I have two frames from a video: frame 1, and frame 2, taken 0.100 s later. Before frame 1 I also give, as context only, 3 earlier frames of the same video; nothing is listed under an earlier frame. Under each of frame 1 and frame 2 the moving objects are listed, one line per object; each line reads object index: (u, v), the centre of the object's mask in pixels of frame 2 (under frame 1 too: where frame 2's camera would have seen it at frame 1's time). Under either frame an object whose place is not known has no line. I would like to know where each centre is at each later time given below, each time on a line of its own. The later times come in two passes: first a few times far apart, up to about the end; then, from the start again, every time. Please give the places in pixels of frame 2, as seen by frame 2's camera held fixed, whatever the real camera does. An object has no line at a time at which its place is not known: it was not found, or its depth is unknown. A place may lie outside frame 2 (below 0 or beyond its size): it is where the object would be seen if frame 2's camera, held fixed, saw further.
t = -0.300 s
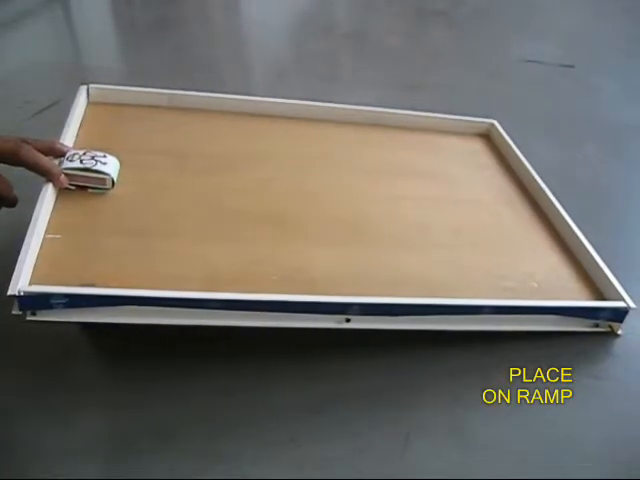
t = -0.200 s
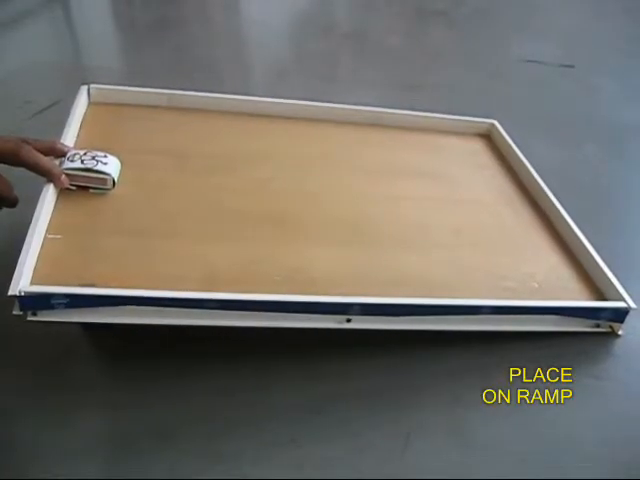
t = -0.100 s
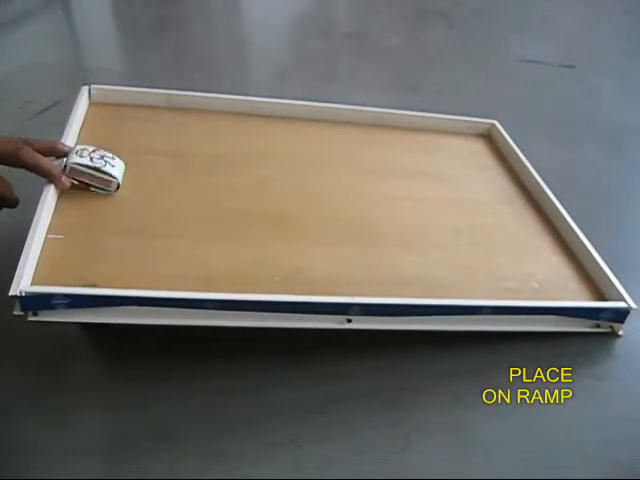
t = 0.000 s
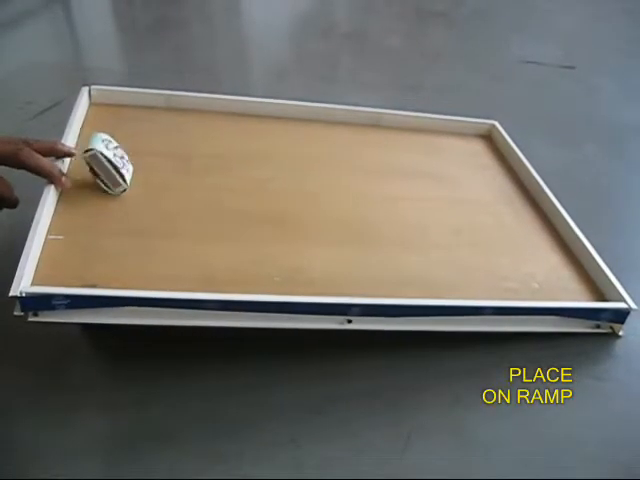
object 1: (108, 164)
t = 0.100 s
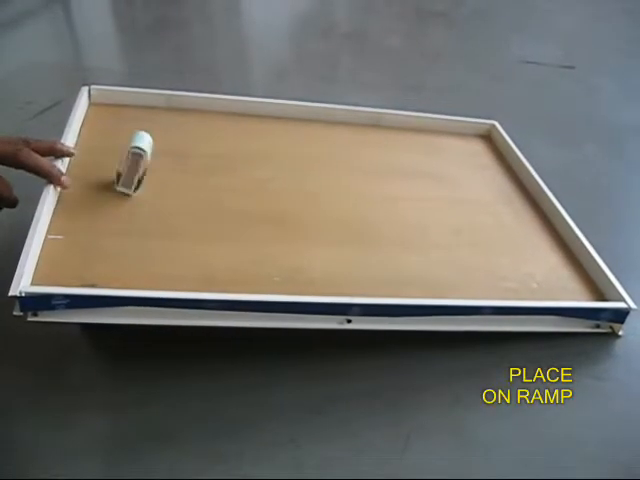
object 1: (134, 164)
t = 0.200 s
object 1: (162, 178)
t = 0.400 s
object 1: (196, 170)
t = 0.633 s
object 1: (259, 185)
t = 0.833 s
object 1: (336, 193)
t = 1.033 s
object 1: (373, 184)
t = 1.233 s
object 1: (430, 201)
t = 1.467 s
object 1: (510, 210)
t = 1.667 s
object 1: (539, 209)
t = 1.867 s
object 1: (556, 204)
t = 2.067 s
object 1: (556, 204)
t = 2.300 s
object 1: (556, 204)
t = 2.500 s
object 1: (556, 204)
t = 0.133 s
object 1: (145, 167)
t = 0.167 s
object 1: (156, 174)
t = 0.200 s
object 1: (162, 178)
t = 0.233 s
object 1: (165, 177)
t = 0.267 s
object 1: (166, 177)
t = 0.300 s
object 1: (166, 178)
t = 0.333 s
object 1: (170, 177)
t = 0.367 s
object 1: (181, 174)
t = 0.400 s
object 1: (196, 170)
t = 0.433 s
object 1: (214, 170)
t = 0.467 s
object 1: (232, 177)
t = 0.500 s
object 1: (244, 186)
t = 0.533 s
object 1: (249, 184)
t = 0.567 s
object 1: (253, 184)
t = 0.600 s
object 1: (255, 186)
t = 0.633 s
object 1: (259, 185)
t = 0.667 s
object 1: (267, 184)
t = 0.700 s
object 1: (281, 180)
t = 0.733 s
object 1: (297, 178)
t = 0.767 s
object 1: (314, 180)
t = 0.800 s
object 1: (329, 188)
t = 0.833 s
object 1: (336, 193)
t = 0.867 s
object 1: (342, 192)
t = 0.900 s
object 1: (344, 193)
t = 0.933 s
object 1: (342, 192)
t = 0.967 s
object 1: (347, 193)
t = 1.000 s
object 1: (357, 191)
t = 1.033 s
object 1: (373, 184)
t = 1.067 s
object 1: (393, 184)
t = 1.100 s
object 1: (410, 192)
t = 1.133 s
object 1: (420, 201)
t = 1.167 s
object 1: (426, 199)
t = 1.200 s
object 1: (431, 199)
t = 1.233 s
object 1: (430, 201)
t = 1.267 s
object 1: (434, 201)
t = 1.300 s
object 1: (446, 203)
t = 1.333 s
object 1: (456, 199)
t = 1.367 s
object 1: (469, 197)
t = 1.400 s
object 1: (484, 196)
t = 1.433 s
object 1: (500, 201)
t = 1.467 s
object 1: (510, 210)
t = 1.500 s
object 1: (516, 211)
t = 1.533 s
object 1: (520, 211)
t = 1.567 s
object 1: (521, 212)
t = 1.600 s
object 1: (519, 211)
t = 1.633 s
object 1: (525, 212)
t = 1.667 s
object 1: (539, 209)
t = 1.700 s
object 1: (550, 204)
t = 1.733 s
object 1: (555, 204)
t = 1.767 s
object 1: (556, 204)
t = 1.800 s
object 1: (556, 204)
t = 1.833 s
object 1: (556, 204)
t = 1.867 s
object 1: (556, 204)
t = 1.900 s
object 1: (556, 204)
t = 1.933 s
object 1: (556, 204)
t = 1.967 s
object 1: (556, 204)
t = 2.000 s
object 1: (556, 204)
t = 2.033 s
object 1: (556, 204)
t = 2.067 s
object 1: (556, 204)
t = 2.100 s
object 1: (556, 204)
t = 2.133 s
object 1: (556, 204)
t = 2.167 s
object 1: (556, 204)
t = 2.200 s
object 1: (556, 204)
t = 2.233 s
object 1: (556, 204)
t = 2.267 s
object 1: (556, 204)
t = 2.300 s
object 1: (556, 204)
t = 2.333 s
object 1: (556, 204)
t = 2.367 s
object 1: (556, 204)
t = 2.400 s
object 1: (556, 204)
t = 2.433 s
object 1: (556, 204)
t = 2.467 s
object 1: (556, 204)
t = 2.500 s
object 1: (556, 204)
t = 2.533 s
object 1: (556, 204)
